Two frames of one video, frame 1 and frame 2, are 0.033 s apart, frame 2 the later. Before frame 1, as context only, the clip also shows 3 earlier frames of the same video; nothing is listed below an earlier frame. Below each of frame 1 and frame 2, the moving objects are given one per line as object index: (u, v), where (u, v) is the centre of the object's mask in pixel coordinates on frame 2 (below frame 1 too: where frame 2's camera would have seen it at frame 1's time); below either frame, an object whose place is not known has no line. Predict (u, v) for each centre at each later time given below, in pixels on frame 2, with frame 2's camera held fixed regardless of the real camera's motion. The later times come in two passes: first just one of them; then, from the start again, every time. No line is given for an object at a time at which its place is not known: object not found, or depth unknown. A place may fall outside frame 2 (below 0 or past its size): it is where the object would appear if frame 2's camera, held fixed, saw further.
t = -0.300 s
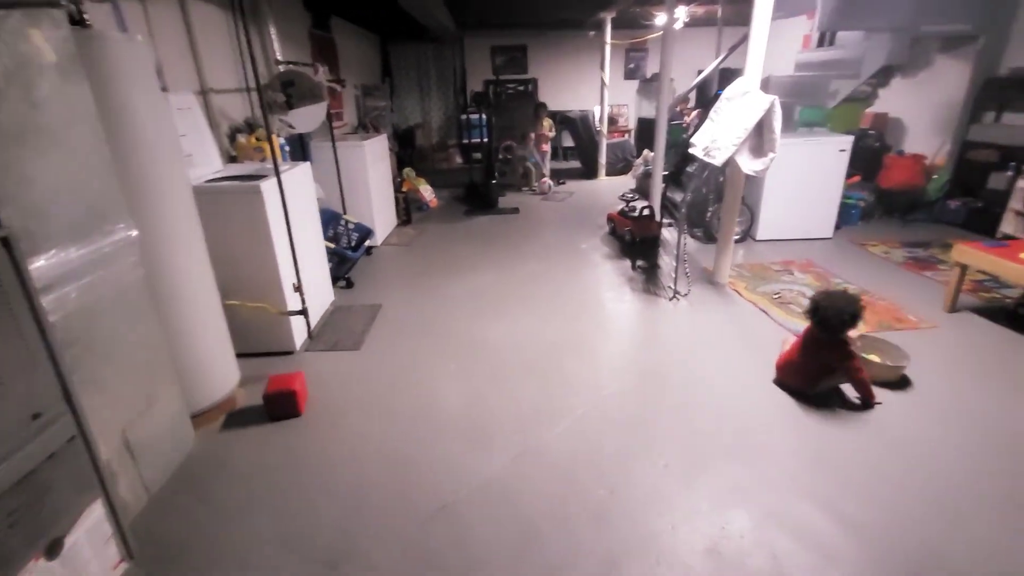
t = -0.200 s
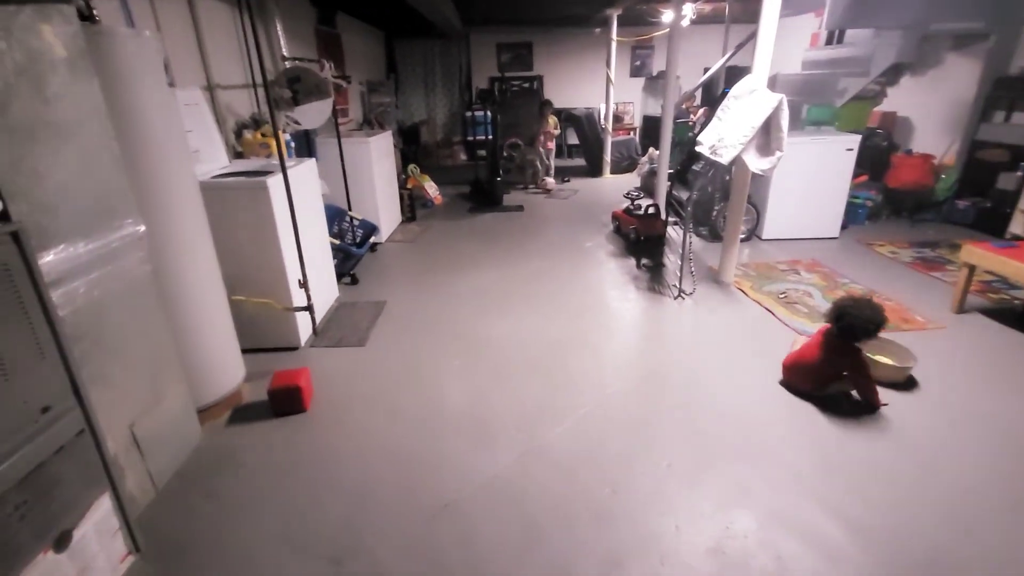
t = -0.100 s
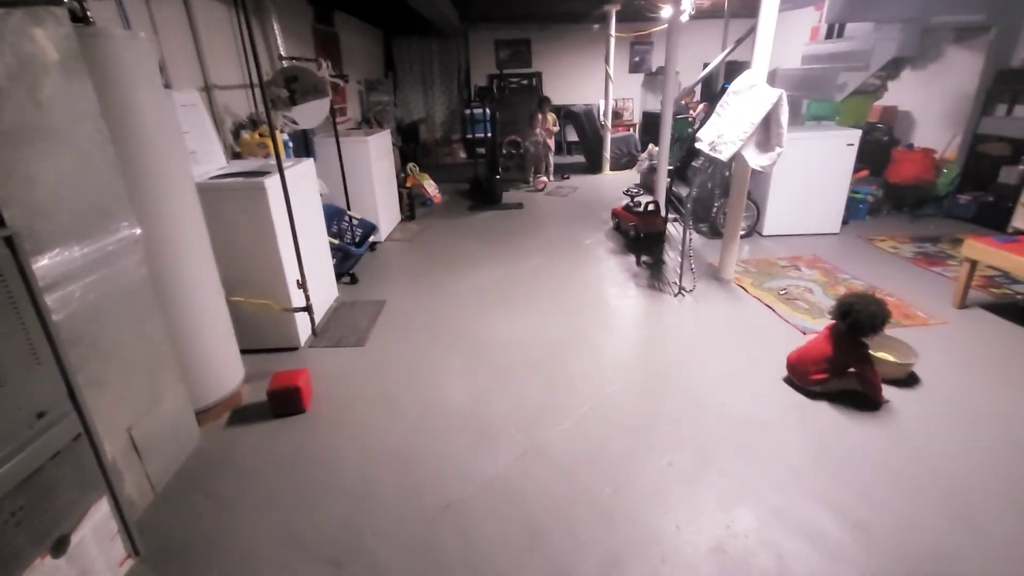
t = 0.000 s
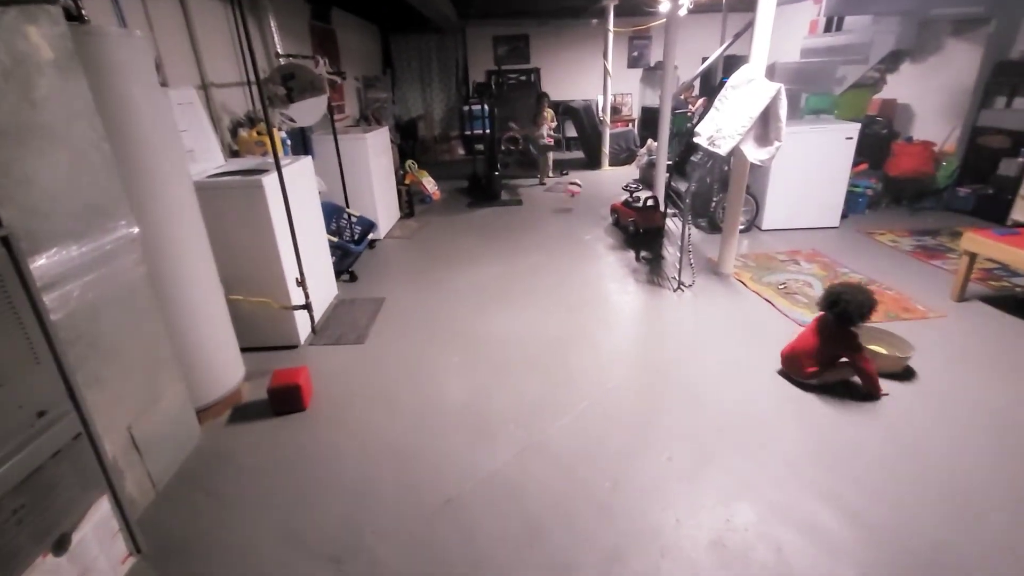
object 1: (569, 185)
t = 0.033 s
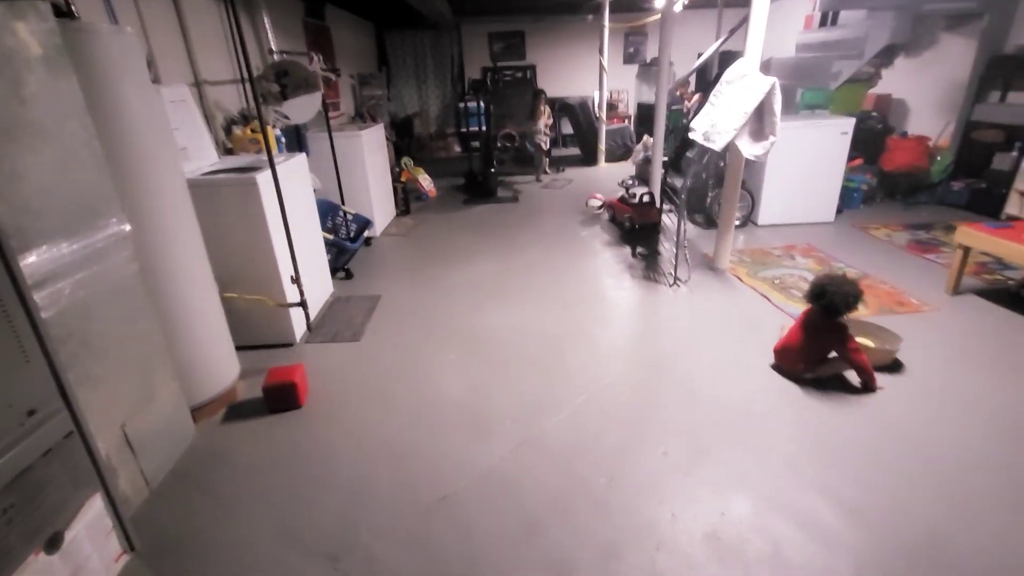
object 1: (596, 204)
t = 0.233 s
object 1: (519, 229)
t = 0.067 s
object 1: (586, 199)
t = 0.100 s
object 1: (566, 208)
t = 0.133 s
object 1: (553, 211)
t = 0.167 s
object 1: (541, 221)
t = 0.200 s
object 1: (530, 222)
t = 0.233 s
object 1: (519, 229)
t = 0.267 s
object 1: (508, 234)
